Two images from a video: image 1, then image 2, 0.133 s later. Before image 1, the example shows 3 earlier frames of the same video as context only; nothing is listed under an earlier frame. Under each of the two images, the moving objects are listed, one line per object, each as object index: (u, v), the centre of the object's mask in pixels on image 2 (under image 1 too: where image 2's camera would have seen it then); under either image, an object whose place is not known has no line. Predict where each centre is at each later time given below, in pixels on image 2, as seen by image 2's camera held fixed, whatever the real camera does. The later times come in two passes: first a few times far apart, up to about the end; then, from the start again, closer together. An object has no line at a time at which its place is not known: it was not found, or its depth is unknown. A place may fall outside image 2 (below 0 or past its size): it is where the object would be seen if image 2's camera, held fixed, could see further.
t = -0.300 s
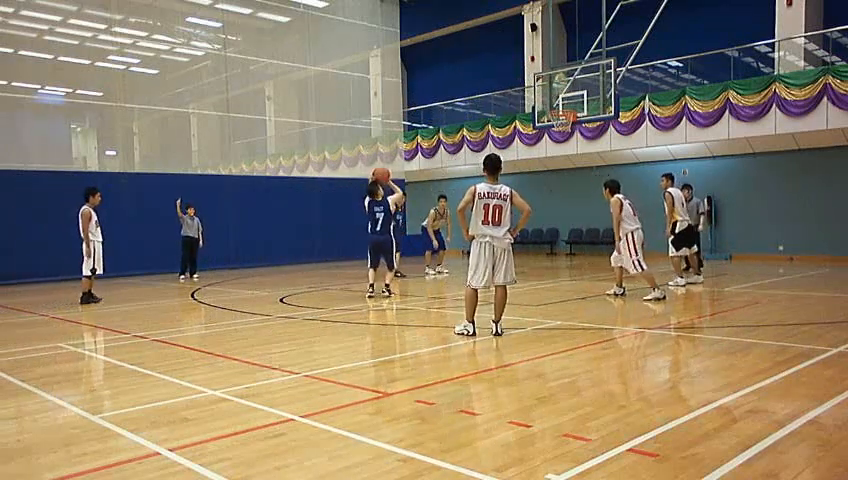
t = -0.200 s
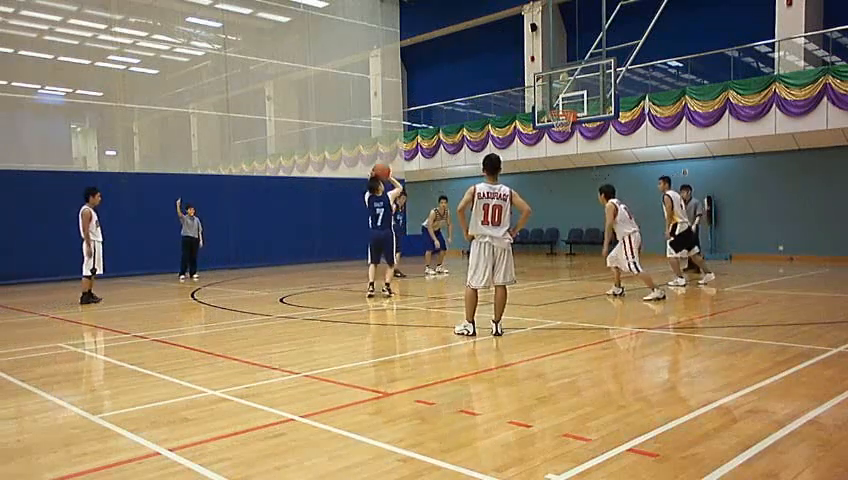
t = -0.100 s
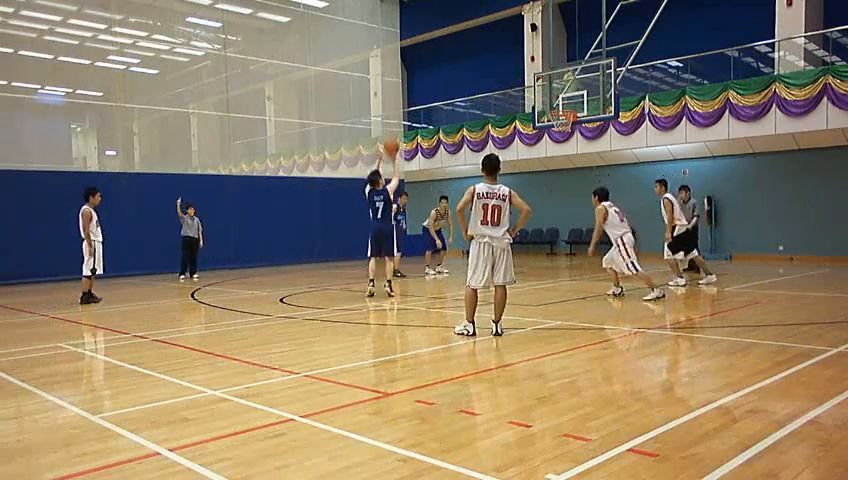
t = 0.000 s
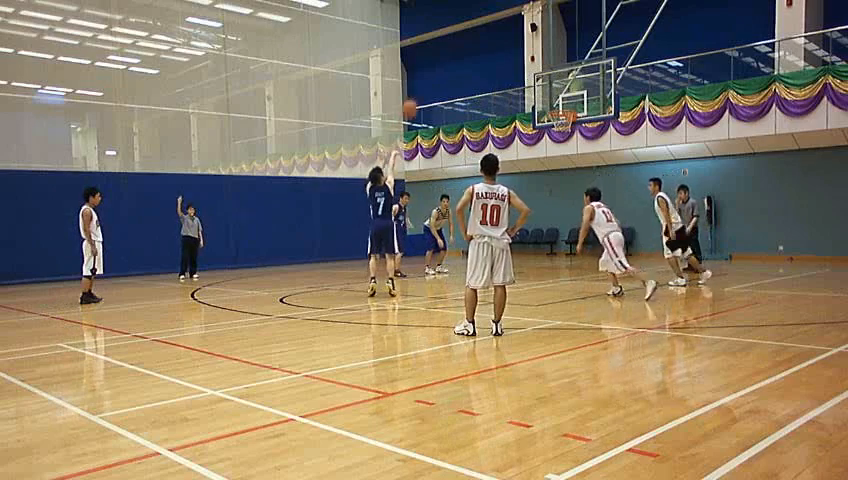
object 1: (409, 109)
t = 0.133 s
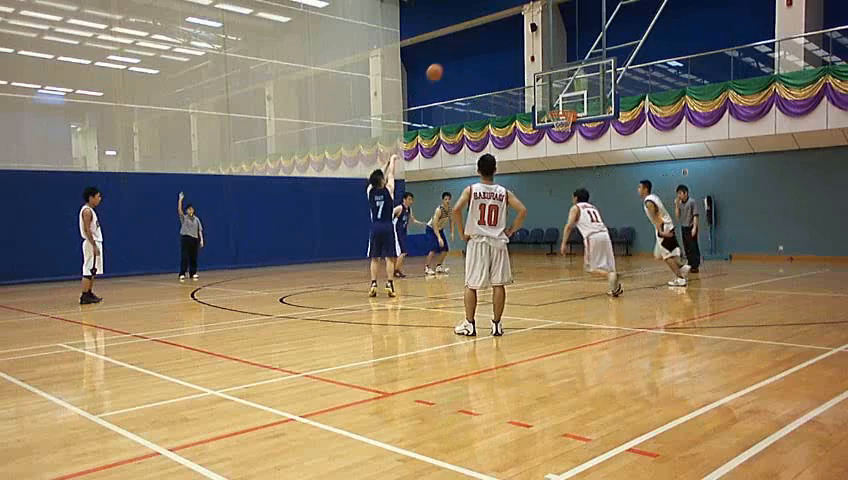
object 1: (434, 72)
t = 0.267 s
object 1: (457, 49)
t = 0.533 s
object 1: (499, 37)
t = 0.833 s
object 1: (539, 72)
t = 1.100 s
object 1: (563, 119)
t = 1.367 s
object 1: (555, 143)
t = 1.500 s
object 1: (552, 169)
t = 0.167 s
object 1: (440, 65)
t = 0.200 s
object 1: (446, 59)
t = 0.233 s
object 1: (451, 53)
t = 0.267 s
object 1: (457, 49)
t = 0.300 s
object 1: (463, 45)
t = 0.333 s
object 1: (468, 42)
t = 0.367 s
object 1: (473, 39)
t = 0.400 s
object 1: (478, 37)
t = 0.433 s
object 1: (484, 36)
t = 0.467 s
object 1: (488, 36)
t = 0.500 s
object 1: (493, 36)
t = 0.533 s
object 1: (499, 37)
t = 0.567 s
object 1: (503, 39)
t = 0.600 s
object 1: (508, 41)
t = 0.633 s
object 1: (512, 44)
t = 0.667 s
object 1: (517, 47)
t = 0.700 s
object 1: (521, 51)
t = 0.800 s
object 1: (535, 66)
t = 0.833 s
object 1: (539, 72)
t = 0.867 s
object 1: (543, 78)
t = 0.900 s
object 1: (548, 85)
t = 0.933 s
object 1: (552, 93)
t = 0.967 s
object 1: (555, 101)
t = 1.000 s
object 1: (556, 108)
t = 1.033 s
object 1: (561, 109)
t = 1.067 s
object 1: (565, 114)
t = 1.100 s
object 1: (563, 119)
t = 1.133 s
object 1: (567, 117)
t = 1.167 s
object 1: (568, 117)
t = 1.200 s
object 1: (562, 123)
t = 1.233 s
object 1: (559, 126)
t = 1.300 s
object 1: (558, 133)
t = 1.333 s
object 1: (556, 137)
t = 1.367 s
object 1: (555, 143)
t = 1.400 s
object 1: (554, 149)
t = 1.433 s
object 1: (553, 154)
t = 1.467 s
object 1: (553, 163)
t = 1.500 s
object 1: (552, 169)
